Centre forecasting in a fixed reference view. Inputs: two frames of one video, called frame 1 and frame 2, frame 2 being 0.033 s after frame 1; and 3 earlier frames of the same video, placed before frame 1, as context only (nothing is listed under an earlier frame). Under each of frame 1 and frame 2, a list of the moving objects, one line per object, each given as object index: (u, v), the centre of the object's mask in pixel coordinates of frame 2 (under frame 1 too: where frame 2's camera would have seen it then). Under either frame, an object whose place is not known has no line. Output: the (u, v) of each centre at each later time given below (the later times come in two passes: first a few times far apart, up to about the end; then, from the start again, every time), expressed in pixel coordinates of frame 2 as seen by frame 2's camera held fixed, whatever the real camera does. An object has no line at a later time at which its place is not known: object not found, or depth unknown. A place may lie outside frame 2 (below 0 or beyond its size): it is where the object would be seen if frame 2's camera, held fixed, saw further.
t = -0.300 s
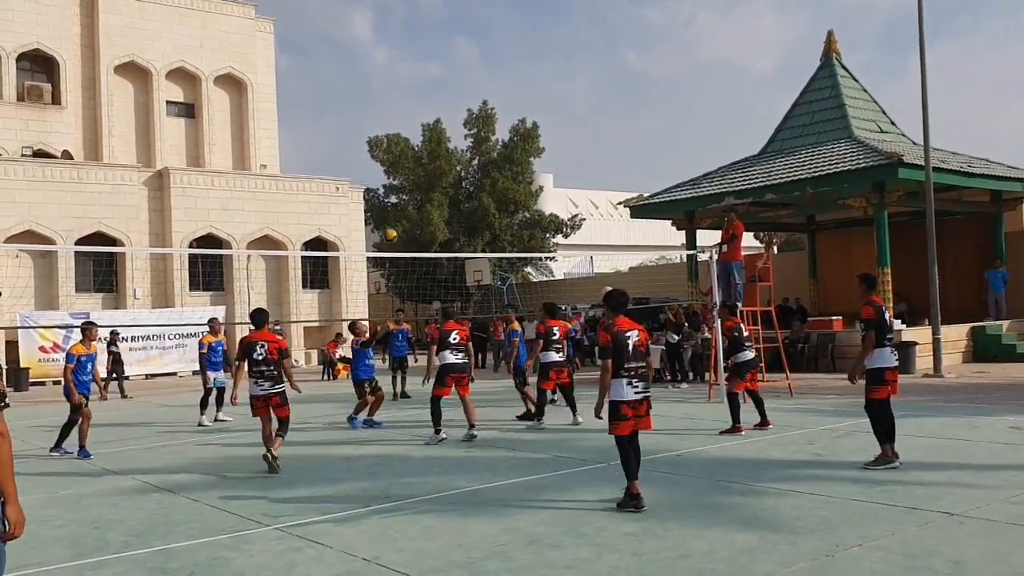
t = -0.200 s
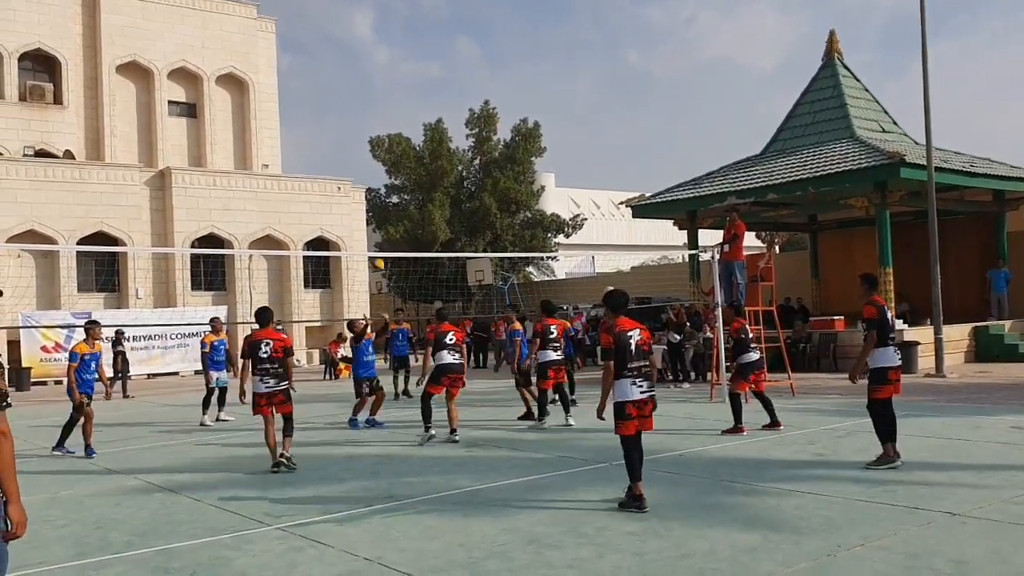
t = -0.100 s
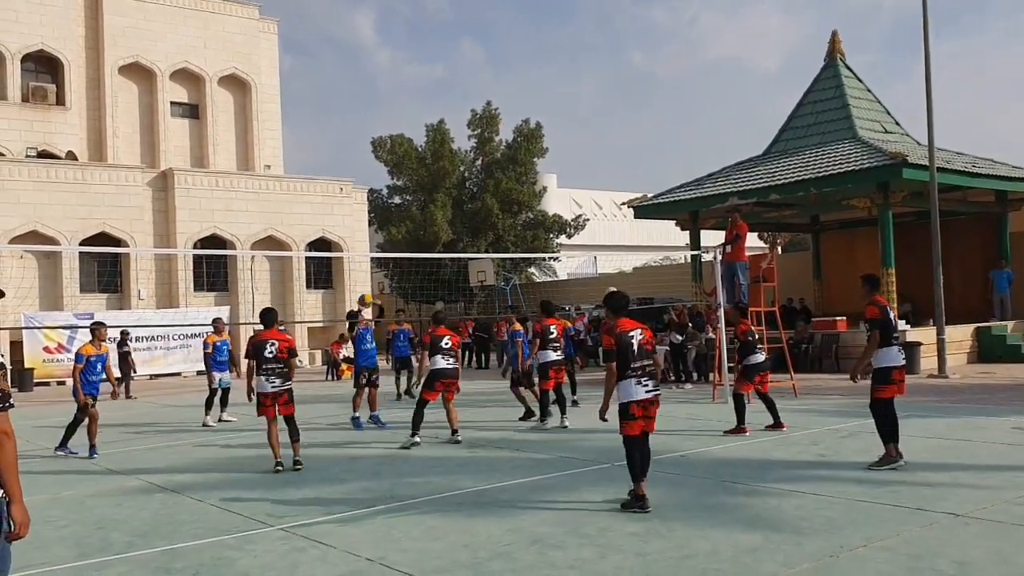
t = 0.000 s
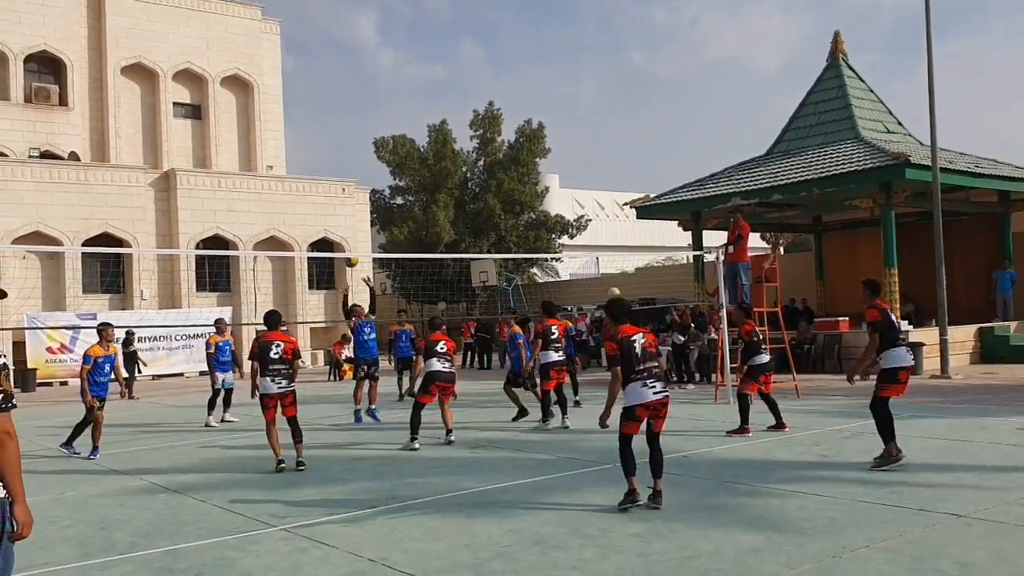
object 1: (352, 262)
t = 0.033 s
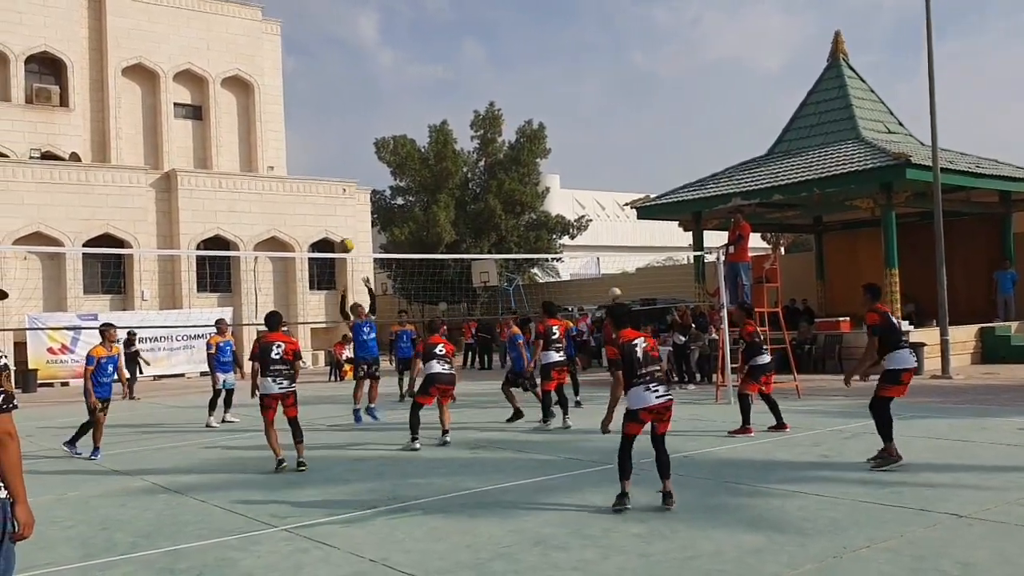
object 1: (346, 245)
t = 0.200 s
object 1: (318, 181)
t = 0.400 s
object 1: (284, 128)
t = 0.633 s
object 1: (245, 101)
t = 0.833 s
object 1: (212, 110)
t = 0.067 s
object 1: (340, 231)
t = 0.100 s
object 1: (335, 217)
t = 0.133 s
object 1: (329, 204)
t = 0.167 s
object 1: (323, 192)
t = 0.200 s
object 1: (318, 181)
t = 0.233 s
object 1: (312, 170)
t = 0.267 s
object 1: (307, 160)
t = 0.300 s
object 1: (301, 151)
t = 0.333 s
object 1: (296, 143)
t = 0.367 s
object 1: (290, 135)
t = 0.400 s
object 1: (284, 128)
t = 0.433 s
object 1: (280, 121)
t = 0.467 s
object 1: (273, 116)
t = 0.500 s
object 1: (268, 111)
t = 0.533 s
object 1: (262, 108)
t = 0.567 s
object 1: (257, 105)
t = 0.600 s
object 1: (251, 103)
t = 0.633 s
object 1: (245, 101)
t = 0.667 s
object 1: (240, 101)
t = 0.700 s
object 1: (234, 101)
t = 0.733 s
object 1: (229, 102)
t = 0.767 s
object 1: (223, 104)
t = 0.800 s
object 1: (218, 106)
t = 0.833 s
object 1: (212, 110)
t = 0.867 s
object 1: (207, 115)
